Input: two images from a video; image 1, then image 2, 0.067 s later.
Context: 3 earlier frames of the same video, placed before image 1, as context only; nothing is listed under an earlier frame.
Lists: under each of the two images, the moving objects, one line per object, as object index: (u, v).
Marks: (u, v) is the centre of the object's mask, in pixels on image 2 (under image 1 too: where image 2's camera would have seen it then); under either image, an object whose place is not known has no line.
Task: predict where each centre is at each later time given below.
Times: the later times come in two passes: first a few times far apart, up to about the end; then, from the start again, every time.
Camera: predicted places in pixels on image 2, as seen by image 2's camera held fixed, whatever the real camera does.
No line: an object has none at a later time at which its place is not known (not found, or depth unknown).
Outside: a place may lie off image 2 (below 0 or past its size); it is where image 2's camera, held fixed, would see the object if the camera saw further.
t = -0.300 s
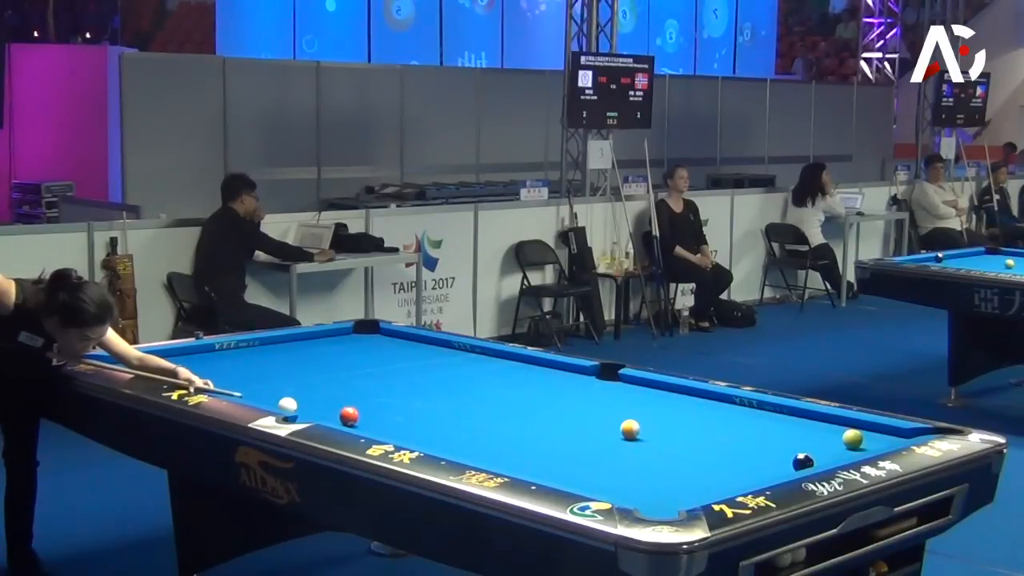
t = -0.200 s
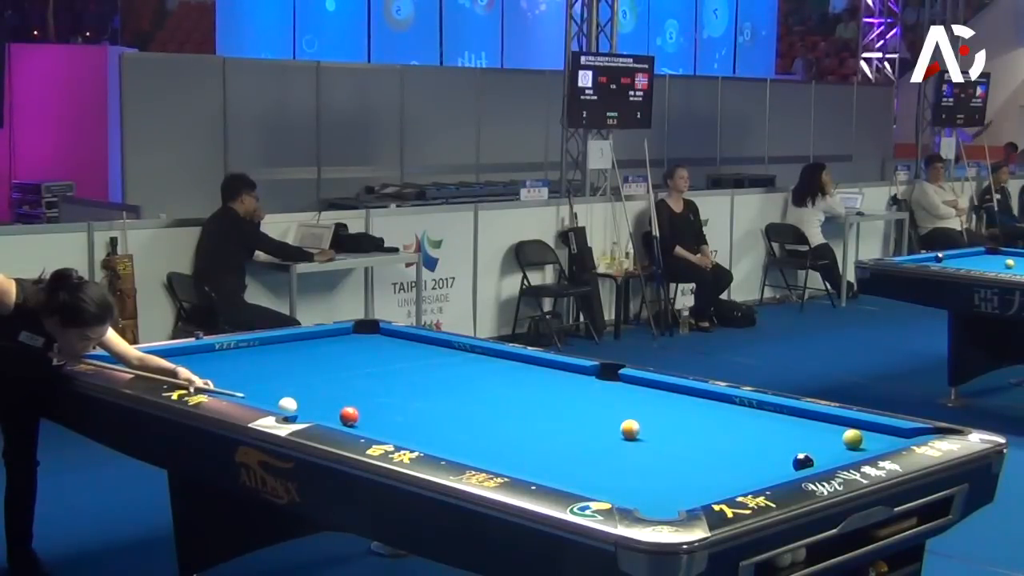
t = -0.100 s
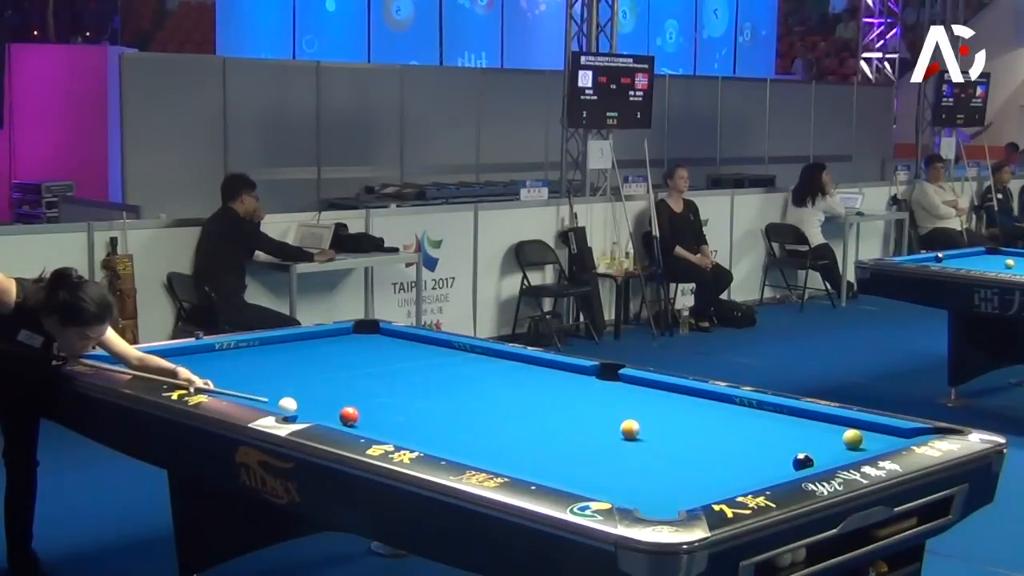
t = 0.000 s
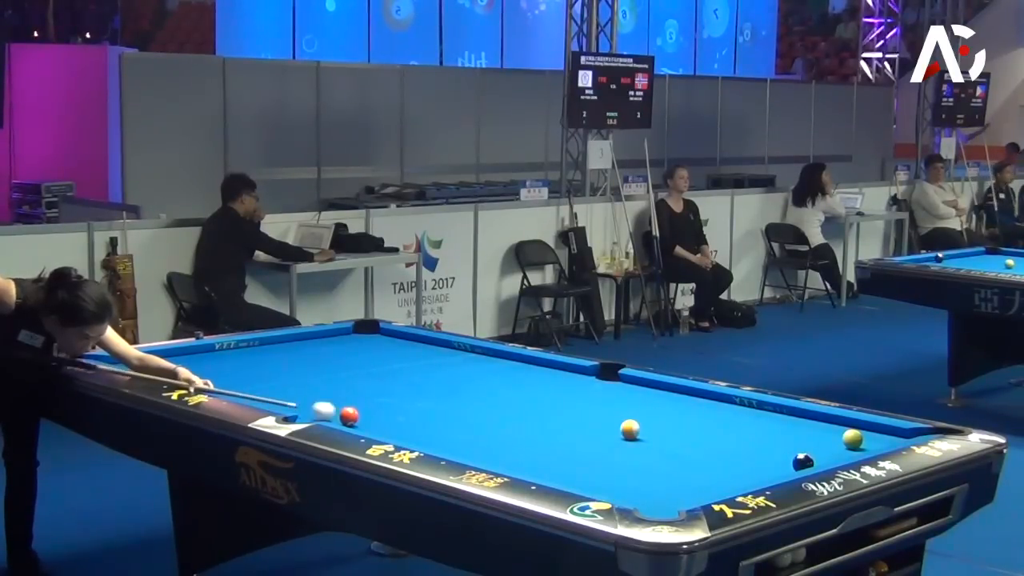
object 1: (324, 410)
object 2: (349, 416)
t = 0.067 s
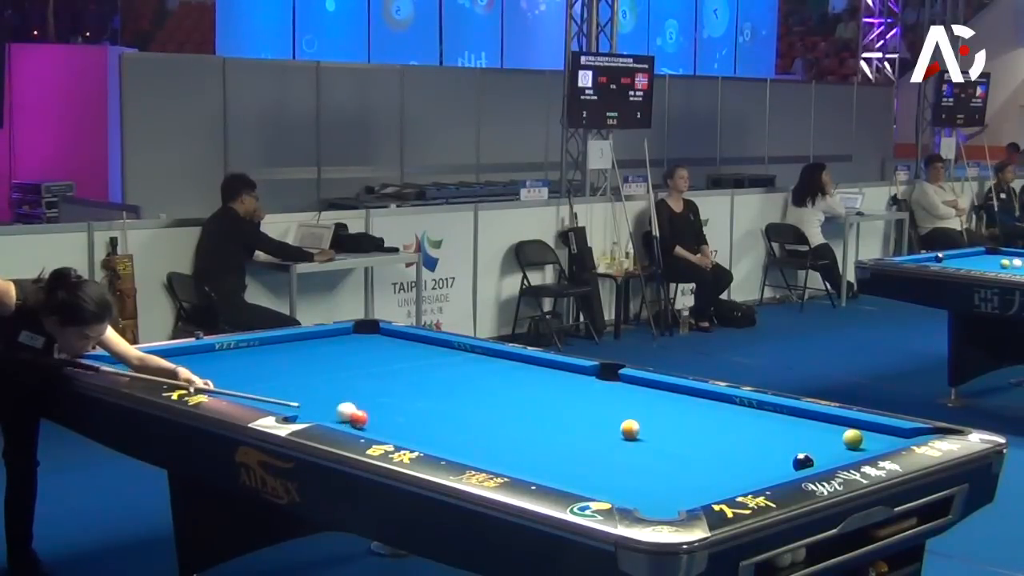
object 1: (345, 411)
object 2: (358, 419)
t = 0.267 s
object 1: (391, 409)
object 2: (403, 433)
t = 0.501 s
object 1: (440, 406)
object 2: (448, 446)
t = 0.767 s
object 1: (493, 403)
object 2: (503, 462)
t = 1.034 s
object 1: (544, 401)
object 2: (561, 480)
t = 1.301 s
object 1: (592, 399)
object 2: (628, 498)
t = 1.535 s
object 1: (631, 396)
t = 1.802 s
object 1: (674, 394)
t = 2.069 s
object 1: (696, 394)
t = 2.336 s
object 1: (689, 398)
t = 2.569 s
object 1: (684, 401)
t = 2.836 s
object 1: (678, 404)
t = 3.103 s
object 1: (672, 407)
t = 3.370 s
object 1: (667, 409)
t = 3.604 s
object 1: (663, 412)
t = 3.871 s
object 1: (659, 414)
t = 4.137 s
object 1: (656, 416)
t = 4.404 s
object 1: (654, 418)
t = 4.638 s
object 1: (652, 420)
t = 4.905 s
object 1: (650, 421)
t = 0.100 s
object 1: (353, 411)
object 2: (366, 421)
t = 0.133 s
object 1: (361, 411)
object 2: (374, 424)
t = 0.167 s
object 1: (368, 410)
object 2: (382, 426)
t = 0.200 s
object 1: (376, 410)
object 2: (389, 428)
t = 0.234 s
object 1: (383, 409)
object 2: (396, 431)
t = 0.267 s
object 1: (391, 409)
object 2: (403, 433)
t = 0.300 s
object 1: (398, 409)
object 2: (410, 434)
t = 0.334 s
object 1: (405, 408)
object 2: (417, 437)
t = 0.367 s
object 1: (412, 408)
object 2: (423, 439)
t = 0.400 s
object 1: (419, 408)
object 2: (429, 441)
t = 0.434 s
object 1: (426, 407)
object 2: (435, 442)
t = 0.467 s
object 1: (433, 407)
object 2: (442, 444)
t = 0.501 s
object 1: (440, 406)
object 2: (448, 446)
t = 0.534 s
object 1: (447, 406)
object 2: (455, 448)
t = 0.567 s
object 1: (454, 406)
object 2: (462, 451)
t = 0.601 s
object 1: (461, 405)
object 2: (469, 452)
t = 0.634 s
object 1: (467, 405)
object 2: (475, 454)
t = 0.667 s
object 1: (474, 405)
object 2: (482, 456)
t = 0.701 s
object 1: (480, 404)
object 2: (489, 458)
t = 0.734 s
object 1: (487, 404)
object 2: (496, 460)
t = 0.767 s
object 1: (493, 403)
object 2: (503, 462)
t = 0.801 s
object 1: (500, 403)
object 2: (509, 464)
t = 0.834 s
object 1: (506, 403)
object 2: (517, 467)
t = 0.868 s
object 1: (513, 403)
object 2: (524, 469)
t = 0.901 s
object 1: (519, 402)
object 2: (531, 471)
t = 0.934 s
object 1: (525, 402)
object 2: (538, 473)
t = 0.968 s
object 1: (531, 402)
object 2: (546, 475)
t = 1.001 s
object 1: (538, 401)
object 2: (554, 477)
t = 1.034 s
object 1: (544, 401)
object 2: (561, 480)
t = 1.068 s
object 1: (550, 400)
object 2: (569, 482)
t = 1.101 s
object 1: (556, 400)
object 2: (577, 484)
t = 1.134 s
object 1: (562, 400)
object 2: (585, 486)
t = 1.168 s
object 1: (568, 399)
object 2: (593, 488)
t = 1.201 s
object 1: (573, 399)
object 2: (602, 491)
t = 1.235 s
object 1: (579, 399)
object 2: (610, 493)
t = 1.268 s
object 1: (585, 399)
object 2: (619, 495)
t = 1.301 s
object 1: (592, 399)
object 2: (628, 498)
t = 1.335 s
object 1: (597, 398)
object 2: (637, 501)
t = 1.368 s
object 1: (603, 398)
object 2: (645, 505)
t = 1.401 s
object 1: (608, 397)
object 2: (653, 507)
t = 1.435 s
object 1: (614, 397)
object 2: (662, 509)
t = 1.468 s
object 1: (620, 397)
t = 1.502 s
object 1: (625, 397)
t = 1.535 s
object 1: (631, 396)
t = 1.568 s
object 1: (636, 396)
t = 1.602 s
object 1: (642, 396)
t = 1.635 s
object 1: (647, 396)
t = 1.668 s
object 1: (652, 395)
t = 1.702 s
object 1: (658, 395)
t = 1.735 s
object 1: (663, 395)
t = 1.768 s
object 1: (668, 394)
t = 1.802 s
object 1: (674, 394)
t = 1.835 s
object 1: (679, 394)
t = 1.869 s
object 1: (684, 394)
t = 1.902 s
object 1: (689, 393)
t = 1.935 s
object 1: (693, 393)
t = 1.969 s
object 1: (698, 392)
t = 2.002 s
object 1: (698, 393)
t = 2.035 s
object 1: (697, 393)
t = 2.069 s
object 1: (696, 394)
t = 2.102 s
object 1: (695, 394)
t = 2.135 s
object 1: (695, 395)
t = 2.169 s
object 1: (693, 395)
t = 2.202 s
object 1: (693, 396)
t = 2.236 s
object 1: (692, 396)
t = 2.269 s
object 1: (691, 397)
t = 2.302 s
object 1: (690, 397)
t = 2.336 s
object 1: (689, 398)
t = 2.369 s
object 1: (688, 398)
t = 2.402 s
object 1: (688, 398)
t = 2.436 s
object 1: (687, 399)
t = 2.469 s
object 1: (686, 399)
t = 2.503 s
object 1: (685, 400)
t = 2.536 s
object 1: (684, 400)
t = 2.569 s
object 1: (684, 401)
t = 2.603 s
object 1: (683, 401)
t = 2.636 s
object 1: (682, 401)
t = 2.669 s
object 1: (681, 402)
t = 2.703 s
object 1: (680, 402)
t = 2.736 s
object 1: (680, 403)
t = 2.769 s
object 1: (679, 403)
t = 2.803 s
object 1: (679, 403)
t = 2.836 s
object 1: (678, 404)
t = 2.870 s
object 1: (677, 404)
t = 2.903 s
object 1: (676, 404)
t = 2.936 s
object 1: (676, 405)
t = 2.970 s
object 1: (675, 405)
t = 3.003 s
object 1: (674, 406)
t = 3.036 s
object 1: (673, 406)
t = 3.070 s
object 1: (673, 406)
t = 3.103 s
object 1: (672, 407)
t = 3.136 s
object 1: (672, 407)
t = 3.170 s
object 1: (671, 407)
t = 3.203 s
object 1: (670, 408)
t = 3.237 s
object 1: (669, 408)
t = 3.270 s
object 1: (669, 408)
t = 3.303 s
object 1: (668, 409)
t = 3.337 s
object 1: (667, 409)
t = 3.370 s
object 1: (667, 409)
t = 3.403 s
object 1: (667, 410)
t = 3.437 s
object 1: (666, 410)
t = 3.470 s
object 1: (665, 411)
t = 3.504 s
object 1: (665, 411)
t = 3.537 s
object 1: (664, 411)
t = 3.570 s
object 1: (664, 412)
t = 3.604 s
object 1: (663, 412)
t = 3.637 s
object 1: (663, 412)
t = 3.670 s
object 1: (662, 412)
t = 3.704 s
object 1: (662, 413)
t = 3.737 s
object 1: (661, 413)
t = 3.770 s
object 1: (661, 413)
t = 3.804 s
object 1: (660, 414)
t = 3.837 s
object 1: (660, 414)
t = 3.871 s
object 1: (659, 414)
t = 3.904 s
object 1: (659, 414)
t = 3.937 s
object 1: (658, 415)
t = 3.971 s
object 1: (658, 415)
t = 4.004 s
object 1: (657, 415)
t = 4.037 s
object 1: (657, 416)
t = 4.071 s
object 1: (657, 416)
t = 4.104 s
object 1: (656, 416)
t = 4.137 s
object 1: (656, 416)
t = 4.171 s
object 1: (656, 417)
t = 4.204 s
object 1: (655, 417)
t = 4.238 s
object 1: (655, 417)
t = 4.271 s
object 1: (655, 417)
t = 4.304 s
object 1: (654, 418)
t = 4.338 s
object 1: (654, 418)
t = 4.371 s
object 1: (654, 418)
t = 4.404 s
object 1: (654, 418)
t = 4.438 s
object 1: (653, 418)
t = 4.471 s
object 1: (653, 419)
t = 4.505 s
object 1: (653, 419)
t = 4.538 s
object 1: (652, 419)
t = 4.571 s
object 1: (652, 419)
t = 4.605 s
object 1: (652, 419)
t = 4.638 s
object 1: (652, 420)
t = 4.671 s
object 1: (652, 420)
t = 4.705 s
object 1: (651, 420)
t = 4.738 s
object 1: (651, 420)
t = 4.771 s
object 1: (650, 420)
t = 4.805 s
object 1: (651, 420)
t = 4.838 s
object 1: (650, 421)
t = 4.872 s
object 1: (650, 421)
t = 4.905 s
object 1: (650, 421)
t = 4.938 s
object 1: (650, 421)
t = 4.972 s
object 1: (650, 421)
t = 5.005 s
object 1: (649, 421)
